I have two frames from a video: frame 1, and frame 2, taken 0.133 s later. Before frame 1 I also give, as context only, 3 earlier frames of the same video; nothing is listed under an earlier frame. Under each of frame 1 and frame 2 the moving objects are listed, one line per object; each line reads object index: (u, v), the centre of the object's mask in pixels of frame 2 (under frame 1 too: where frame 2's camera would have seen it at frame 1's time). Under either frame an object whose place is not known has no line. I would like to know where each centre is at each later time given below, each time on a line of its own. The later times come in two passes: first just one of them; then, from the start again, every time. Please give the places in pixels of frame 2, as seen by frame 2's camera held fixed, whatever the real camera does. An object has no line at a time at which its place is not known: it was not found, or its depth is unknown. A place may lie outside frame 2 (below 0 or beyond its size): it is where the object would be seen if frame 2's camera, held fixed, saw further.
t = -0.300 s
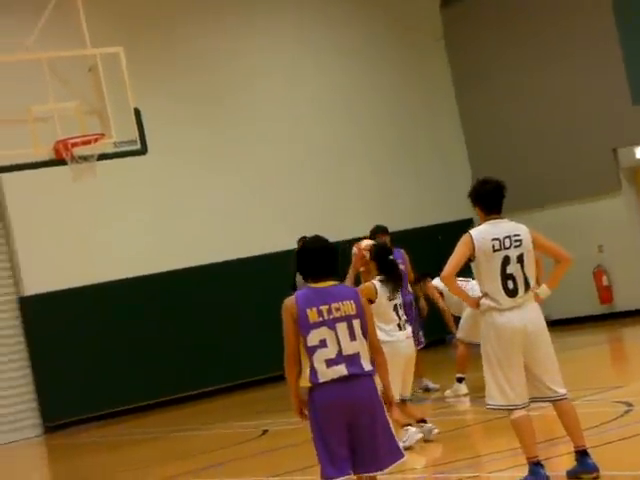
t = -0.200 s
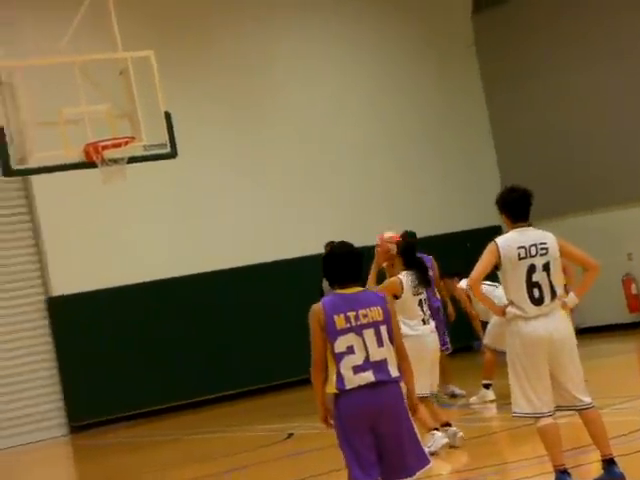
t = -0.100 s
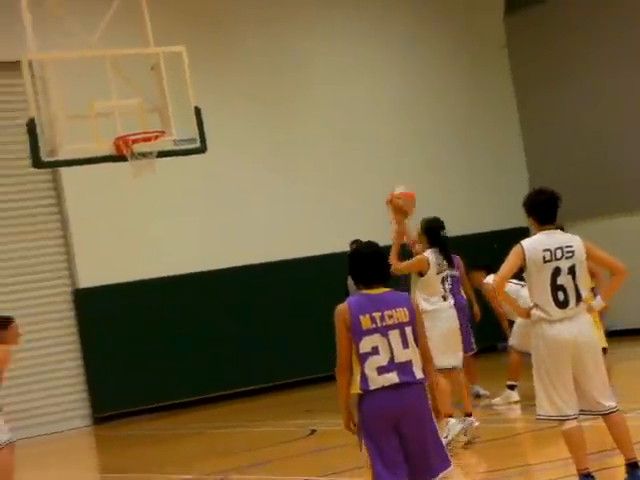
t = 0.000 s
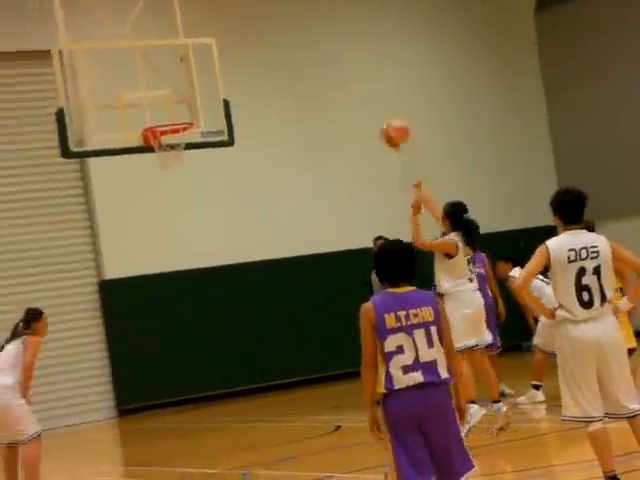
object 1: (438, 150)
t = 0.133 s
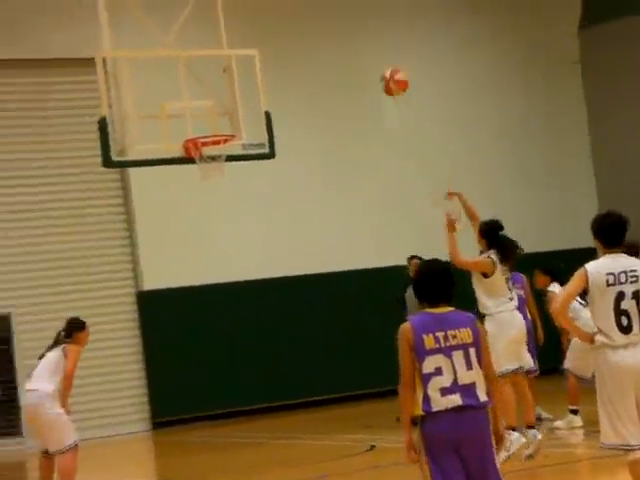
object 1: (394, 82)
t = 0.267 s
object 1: (356, 37)
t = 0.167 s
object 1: (384, 69)
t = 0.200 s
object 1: (374, 56)
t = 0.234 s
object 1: (366, 47)
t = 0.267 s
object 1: (356, 37)
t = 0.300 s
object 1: (348, 29)
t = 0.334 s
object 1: (343, 24)
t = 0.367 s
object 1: (333, 20)
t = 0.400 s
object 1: (329, 17)
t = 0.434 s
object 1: (323, 15)
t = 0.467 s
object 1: (318, 13)
